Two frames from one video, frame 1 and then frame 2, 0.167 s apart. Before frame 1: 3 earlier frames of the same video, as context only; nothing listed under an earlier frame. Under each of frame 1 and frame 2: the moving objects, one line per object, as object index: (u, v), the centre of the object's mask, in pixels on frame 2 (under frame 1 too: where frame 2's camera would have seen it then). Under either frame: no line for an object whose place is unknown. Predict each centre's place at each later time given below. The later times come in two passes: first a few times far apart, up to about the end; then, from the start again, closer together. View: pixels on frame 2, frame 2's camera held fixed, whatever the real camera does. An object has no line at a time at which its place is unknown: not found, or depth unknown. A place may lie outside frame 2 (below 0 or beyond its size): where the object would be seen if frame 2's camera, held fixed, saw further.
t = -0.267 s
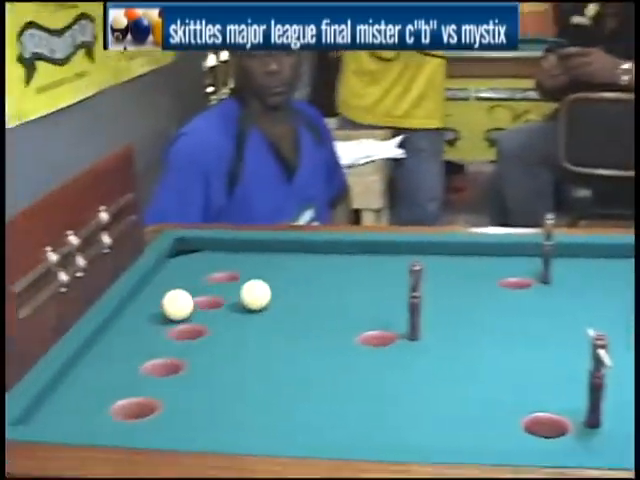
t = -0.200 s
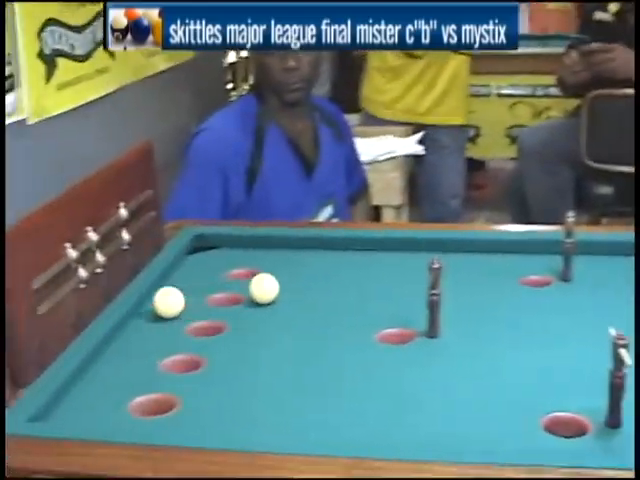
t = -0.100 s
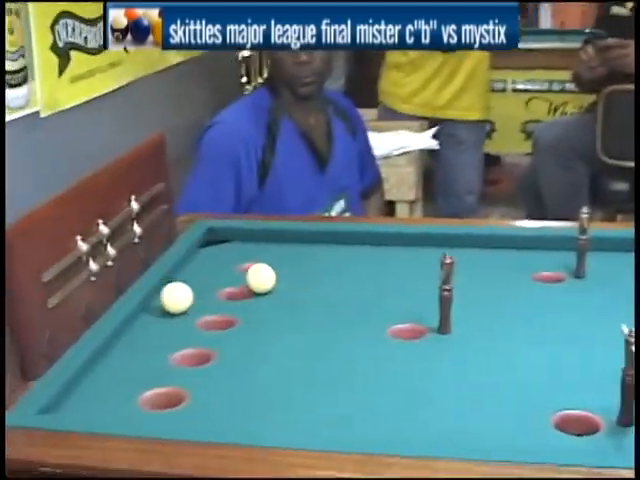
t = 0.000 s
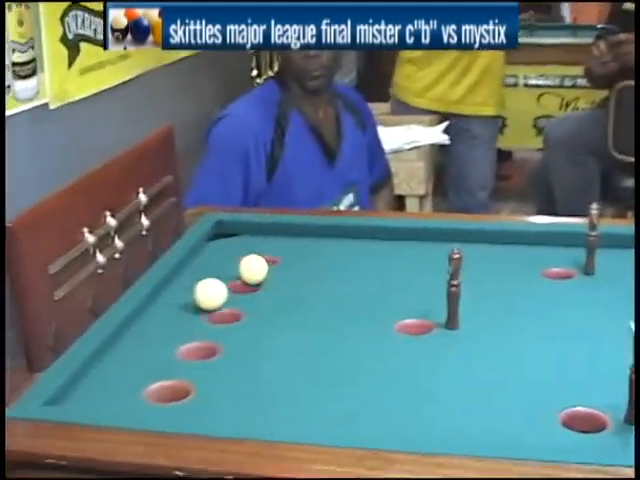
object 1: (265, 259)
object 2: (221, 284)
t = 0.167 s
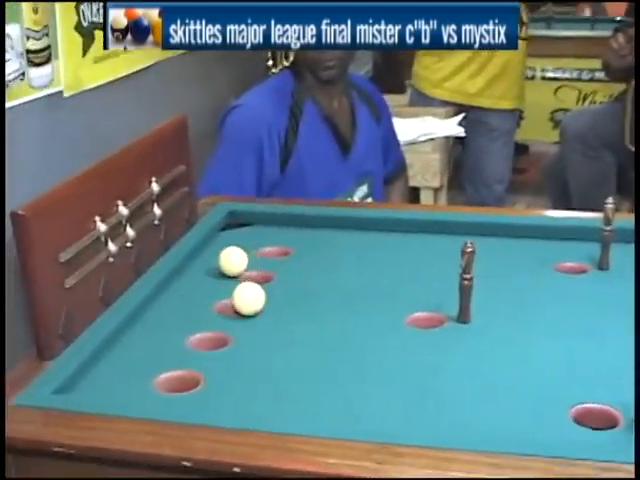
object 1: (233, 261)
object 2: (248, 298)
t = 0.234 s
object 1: (223, 263)
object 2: (252, 305)
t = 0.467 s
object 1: (192, 271)
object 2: (263, 333)
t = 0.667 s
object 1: (189, 277)
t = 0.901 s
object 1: (196, 282)
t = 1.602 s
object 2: (340, 384)
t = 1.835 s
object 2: (354, 374)
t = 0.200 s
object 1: (228, 262)
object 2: (250, 302)
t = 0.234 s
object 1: (223, 263)
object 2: (252, 305)
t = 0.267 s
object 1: (218, 264)
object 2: (253, 309)
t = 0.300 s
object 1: (213, 266)
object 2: (255, 313)
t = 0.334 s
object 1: (209, 267)
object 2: (256, 317)
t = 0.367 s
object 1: (204, 268)
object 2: (258, 321)
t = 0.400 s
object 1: (200, 269)
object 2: (260, 325)
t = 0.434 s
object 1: (196, 270)
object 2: (261, 329)
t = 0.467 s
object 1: (192, 271)
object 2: (263, 333)
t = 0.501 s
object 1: (188, 273)
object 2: (264, 337)
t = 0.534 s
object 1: (186, 274)
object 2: (266, 341)
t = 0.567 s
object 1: (187, 275)
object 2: (268, 345)
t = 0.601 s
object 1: (187, 275)
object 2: (270, 349)
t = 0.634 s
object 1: (188, 276)
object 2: (271, 353)
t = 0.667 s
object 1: (189, 277)
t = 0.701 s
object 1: (190, 278)
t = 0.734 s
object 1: (191, 278)
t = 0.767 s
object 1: (192, 279)
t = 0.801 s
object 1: (193, 280)
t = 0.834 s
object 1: (194, 280)
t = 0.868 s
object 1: (195, 281)
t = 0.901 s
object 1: (196, 282)
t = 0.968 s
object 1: (198, 283)
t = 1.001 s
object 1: (200, 283)
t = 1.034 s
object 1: (201, 284)
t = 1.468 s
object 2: (330, 391)
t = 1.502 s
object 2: (333, 390)
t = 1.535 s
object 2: (335, 388)
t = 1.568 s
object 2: (338, 386)
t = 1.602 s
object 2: (340, 384)
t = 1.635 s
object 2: (342, 383)
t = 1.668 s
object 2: (344, 382)
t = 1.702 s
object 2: (346, 380)
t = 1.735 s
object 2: (348, 379)
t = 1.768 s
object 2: (350, 377)
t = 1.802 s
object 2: (352, 376)
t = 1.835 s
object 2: (354, 374)
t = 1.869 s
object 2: (356, 373)
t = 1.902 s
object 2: (357, 372)
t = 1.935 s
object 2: (359, 371)
